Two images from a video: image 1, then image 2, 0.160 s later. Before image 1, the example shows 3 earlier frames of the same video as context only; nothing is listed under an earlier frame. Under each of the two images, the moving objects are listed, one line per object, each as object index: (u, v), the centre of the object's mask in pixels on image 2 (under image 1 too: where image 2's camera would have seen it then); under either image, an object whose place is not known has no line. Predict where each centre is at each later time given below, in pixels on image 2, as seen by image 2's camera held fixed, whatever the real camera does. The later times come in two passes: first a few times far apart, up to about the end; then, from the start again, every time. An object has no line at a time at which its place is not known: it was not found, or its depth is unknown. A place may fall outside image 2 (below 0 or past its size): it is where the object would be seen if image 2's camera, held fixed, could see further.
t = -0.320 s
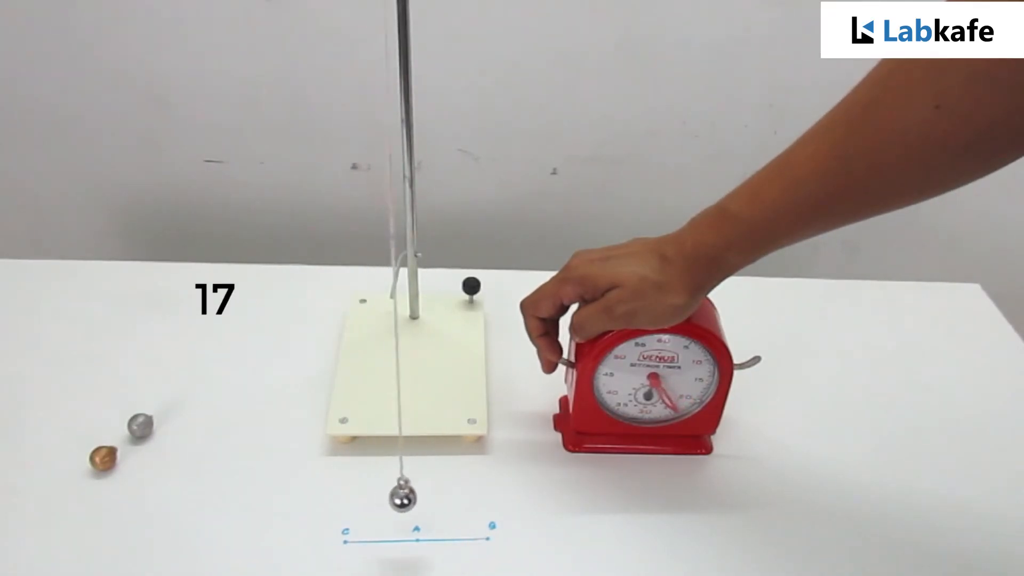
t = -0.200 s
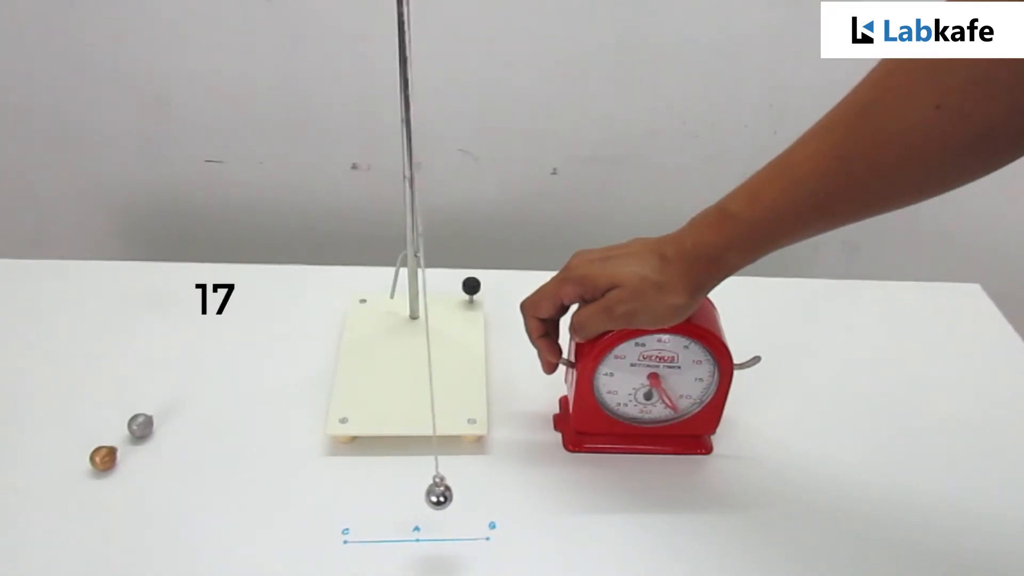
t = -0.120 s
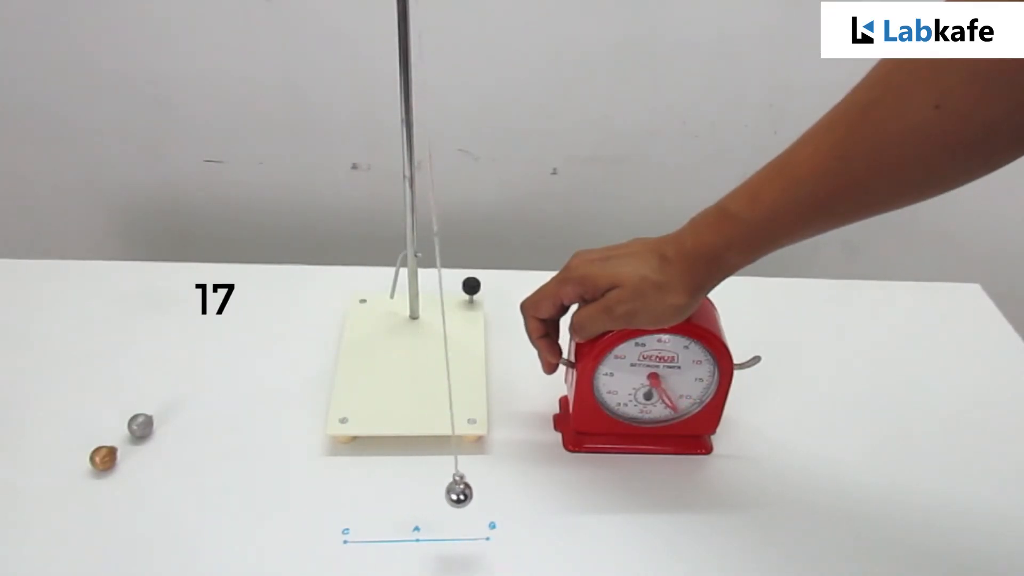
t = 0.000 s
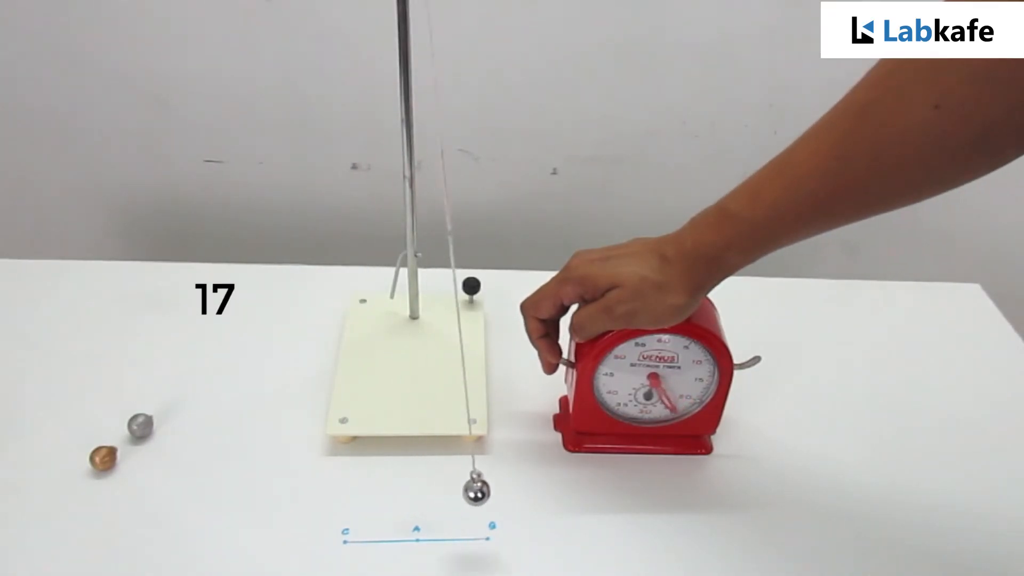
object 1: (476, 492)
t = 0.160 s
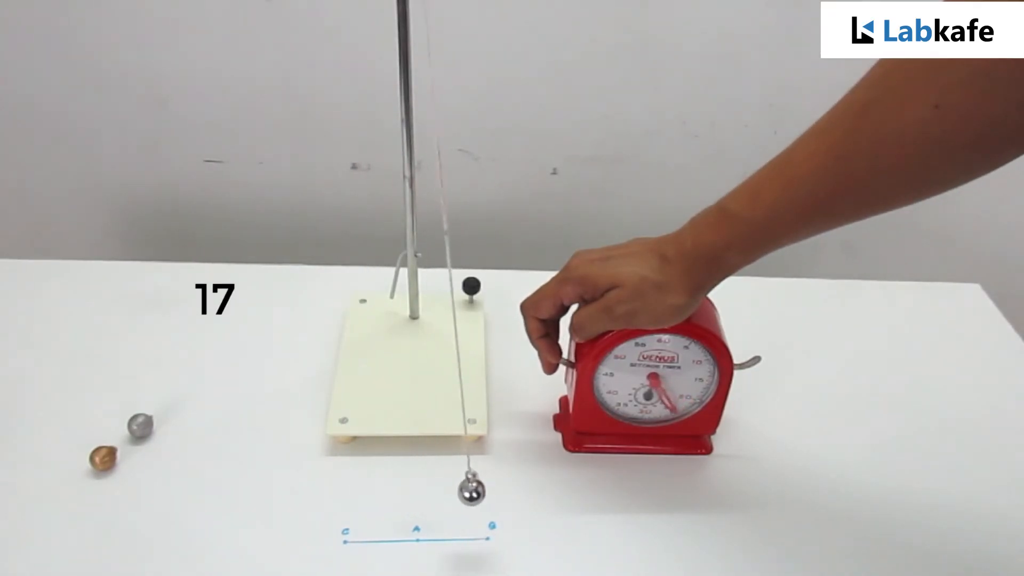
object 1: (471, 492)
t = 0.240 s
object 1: (457, 493)
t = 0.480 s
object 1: (389, 498)
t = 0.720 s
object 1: (339, 499)
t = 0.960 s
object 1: (359, 500)
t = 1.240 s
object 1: (440, 496)
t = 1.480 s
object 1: (478, 492)
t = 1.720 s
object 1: (446, 495)
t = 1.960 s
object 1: (376, 498)
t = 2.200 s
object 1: (337, 499)
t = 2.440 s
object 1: (371, 500)
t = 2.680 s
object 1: (441, 496)
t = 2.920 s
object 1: (477, 492)
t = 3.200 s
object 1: (434, 495)
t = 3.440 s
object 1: (365, 499)
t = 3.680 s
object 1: (339, 500)
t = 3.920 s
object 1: (383, 500)
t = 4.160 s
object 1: (452, 495)
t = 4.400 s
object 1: (476, 492)
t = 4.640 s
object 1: (432, 496)
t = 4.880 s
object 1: (363, 499)
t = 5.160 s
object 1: (343, 500)
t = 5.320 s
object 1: (374, 500)
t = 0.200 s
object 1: (465, 493)
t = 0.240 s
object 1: (457, 493)
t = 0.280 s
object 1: (448, 494)
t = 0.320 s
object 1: (437, 495)
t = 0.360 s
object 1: (425, 496)
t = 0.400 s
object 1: (413, 496)
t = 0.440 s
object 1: (401, 497)
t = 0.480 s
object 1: (389, 498)
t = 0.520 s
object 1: (377, 499)
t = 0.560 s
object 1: (366, 499)
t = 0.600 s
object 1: (357, 499)
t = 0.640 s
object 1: (349, 499)
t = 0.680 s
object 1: (343, 499)
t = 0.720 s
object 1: (339, 499)
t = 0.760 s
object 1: (337, 500)
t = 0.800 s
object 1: (337, 500)
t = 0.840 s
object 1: (340, 500)
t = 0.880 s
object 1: (344, 500)
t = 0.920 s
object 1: (351, 500)
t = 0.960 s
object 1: (359, 500)
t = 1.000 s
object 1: (369, 500)
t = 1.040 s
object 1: (380, 500)
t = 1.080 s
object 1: (392, 499)
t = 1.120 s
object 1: (404, 499)
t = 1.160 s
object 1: (416, 498)
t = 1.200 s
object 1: (428, 497)
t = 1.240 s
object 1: (440, 496)
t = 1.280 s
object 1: (450, 495)
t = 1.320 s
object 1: (459, 494)
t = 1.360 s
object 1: (467, 494)
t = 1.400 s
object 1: (472, 493)
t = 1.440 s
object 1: (476, 492)
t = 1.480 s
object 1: (478, 492)
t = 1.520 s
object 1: (477, 492)
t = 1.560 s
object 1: (475, 492)
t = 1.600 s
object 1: (470, 492)
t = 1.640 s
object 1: (464, 493)
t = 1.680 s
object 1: (456, 494)
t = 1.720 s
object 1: (446, 495)
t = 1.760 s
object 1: (435, 495)
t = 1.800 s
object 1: (424, 496)
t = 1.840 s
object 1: (412, 497)
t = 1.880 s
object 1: (399, 498)
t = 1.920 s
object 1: (387, 498)
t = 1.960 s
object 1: (376, 498)
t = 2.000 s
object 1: (365, 499)
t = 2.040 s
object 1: (356, 499)
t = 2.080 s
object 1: (349, 499)
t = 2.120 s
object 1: (343, 499)
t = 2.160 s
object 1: (339, 499)
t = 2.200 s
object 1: (337, 499)
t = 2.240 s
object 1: (338, 500)
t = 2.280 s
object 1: (341, 500)
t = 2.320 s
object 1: (345, 500)
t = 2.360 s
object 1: (352, 500)
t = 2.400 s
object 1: (361, 500)
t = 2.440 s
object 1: (371, 500)
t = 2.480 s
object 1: (382, 500)
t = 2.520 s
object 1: (393, 499)
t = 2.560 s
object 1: (406, 499)
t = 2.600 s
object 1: (418, 498)
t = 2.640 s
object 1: (430, 497)
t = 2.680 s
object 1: (441, 496)
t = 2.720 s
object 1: (451, 495)
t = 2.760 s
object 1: (460, 494)
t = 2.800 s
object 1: (467, 493)
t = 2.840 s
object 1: (473, 493)
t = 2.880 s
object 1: (476, 492)
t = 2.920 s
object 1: (477, 492)
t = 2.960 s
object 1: (477, 492)
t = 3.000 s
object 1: (474, 492)
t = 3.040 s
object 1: (469, 492)
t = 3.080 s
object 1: (463, 493)
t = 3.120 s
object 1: (454, 494)
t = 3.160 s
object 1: (445, 495)
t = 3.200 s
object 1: (434, 495)
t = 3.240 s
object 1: (422, 496)
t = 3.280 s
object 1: (410, 497)
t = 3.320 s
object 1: (398, 497)
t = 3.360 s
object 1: (386, 498)
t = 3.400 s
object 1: (375, 499)
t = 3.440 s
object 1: (365, 499)
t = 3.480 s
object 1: (356, 499)
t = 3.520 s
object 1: (348, 499)
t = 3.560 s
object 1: (343, 499)
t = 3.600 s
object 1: (339, 499)
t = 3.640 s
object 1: (338, 500)
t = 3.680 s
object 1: (339, 500)
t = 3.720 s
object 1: (342, 500)
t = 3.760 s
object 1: (347, 500)
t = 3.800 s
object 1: (354, 500)
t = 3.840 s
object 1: (362, 500)
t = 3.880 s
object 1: (372, 500)
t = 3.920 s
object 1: (383, 500)
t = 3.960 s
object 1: (395, 499)
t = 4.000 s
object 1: (407, 499)
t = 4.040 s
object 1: (419, 498)
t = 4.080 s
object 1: (431, 497)
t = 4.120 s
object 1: (442, 496)
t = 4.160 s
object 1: (452, 495)
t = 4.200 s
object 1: (461, 494)
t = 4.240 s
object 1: (468, 493)
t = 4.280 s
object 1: (473, 493)
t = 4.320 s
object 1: (476, 492)
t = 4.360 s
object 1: (477, 492)
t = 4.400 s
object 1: (476, 492)
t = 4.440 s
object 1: (473, 492)
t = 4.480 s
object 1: (468, 493)
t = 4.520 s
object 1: (461, 493)
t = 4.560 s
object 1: (453, 494)
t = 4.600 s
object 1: (443, 495)
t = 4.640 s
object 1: (432, 496)
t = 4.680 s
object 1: (420, 496)
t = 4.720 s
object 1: (409, 497)
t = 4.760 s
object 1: (396, 498)
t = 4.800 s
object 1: (384, 498)
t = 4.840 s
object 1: (373, 498)
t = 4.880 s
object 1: (363, 499)
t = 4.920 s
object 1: (355, 499)
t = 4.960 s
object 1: (347, 499)
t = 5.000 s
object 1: (342, 499)
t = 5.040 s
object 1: (339, 499)
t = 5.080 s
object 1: (338, 500)
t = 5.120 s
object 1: (339, 500)
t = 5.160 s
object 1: (343, 500)
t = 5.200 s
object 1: (348, 500)
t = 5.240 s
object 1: (355, 500)
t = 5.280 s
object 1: (363, 500)
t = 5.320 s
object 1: (374, 500)
